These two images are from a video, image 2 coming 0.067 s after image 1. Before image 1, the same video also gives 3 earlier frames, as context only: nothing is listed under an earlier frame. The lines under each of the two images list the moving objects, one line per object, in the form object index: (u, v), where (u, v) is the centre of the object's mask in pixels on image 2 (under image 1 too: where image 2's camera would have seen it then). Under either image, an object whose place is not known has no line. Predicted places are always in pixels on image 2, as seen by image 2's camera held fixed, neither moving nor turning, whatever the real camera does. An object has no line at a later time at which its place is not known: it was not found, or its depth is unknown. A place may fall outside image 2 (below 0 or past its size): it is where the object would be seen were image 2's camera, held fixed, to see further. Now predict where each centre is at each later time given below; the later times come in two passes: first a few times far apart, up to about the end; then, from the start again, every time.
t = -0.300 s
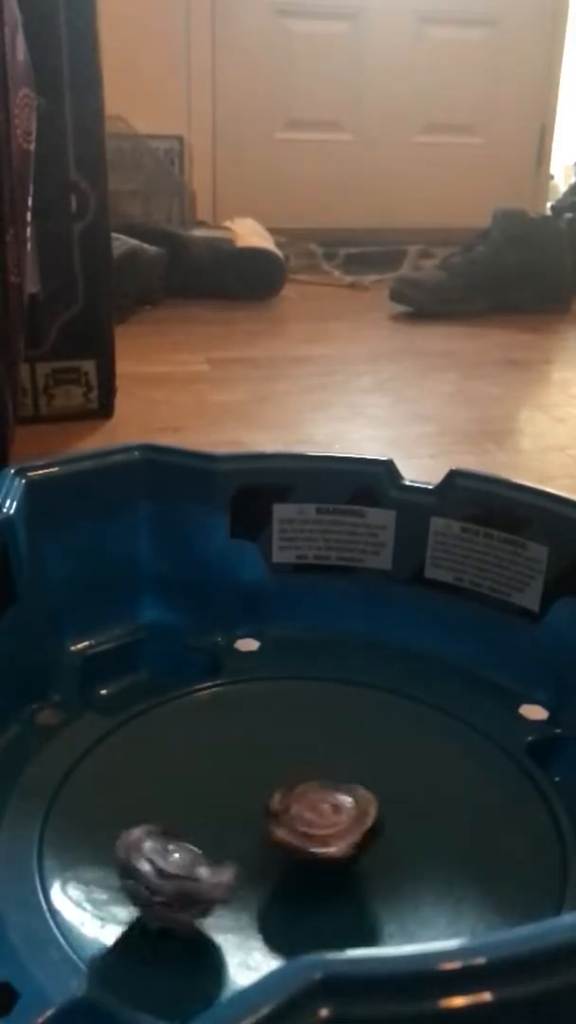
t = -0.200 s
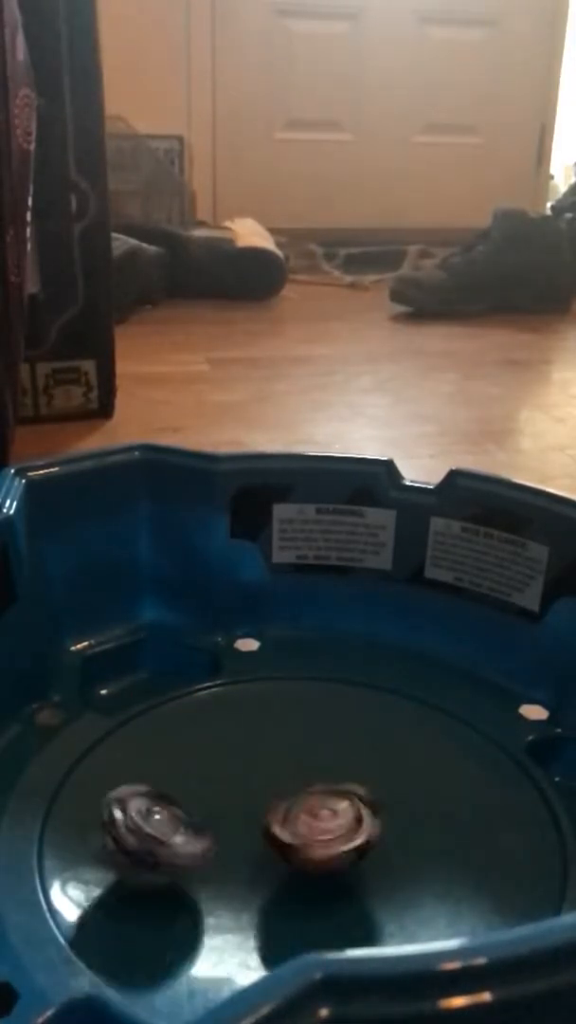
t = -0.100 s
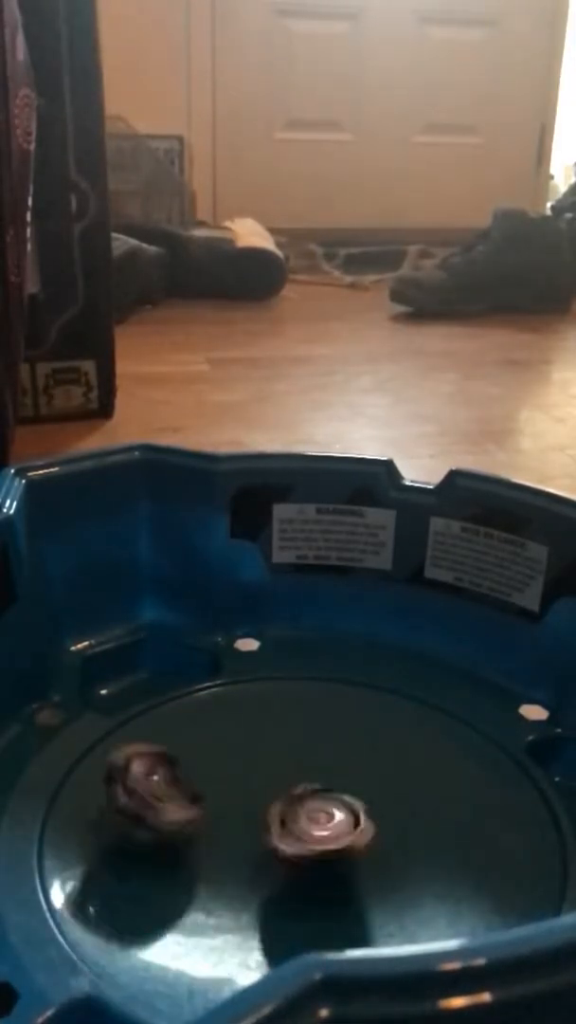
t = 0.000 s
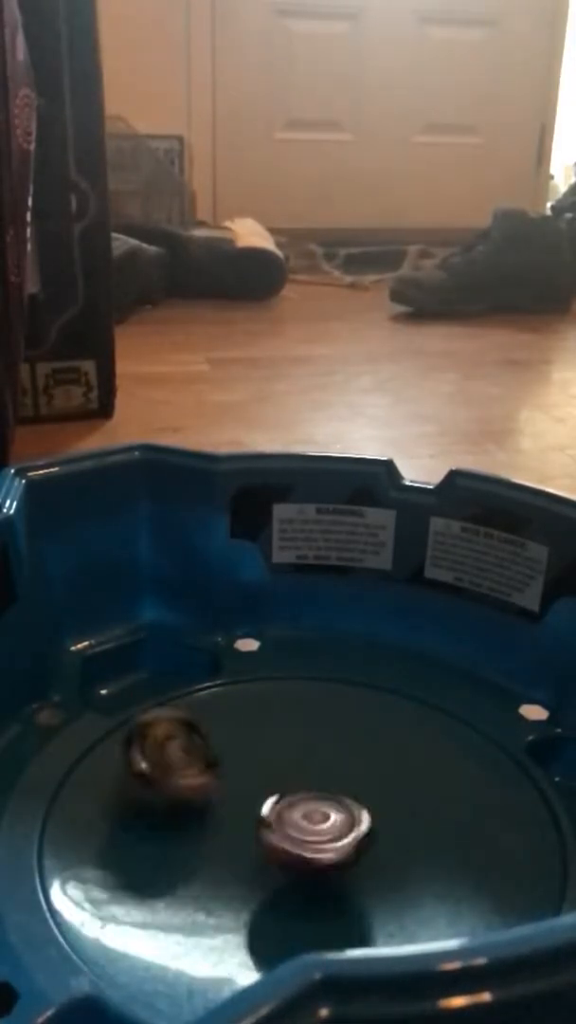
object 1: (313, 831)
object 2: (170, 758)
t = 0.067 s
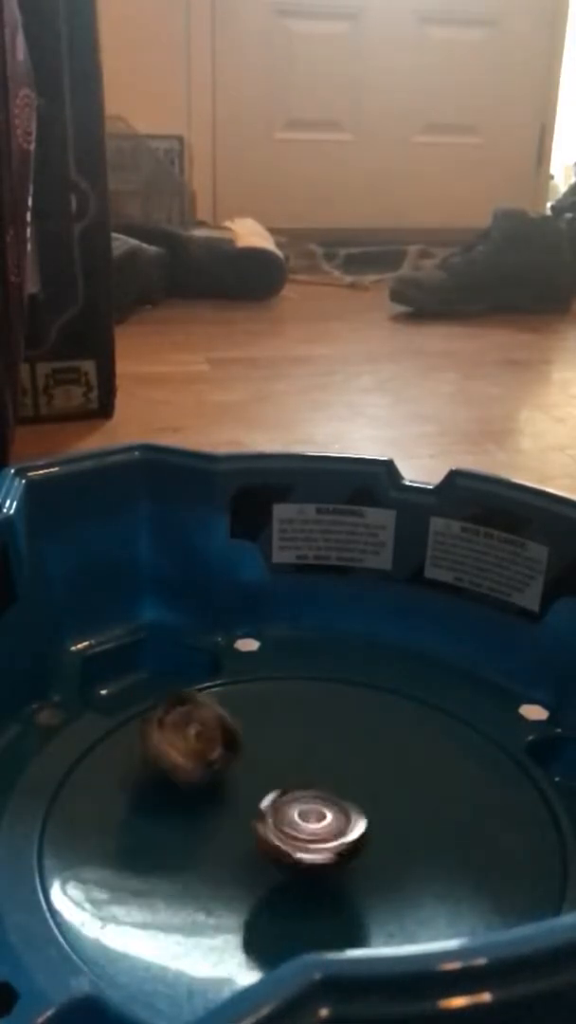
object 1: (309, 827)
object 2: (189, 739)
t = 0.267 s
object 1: (292, 811)
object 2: (274, 710)
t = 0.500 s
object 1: (285, 794)
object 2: (379, 726)
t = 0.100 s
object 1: (309, 828)
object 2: (201, 730)
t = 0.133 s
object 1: (303, 822)
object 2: (213, 726)
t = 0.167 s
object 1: (303, 824)
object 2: (229, 720)
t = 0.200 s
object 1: (297, 817)
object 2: (240, 716)
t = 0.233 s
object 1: (298, 817)
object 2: (256, 709)
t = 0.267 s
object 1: (292, 811)
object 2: (274, 710)
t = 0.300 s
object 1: (293, 813)
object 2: (288, 709)
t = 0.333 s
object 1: (290, 806)
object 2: (307, 710)
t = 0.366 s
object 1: (288, 807)
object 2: (320, 709)
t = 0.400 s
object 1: (287, 803)
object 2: (335, 713)
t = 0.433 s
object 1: (286, 800)
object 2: (351, 714)
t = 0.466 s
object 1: (285, 795)
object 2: (364, 718)
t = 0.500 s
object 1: (285, 794)
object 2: (379, 726)
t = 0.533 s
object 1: (287, 791)
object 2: (394, 731)
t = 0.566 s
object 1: (287, 787)
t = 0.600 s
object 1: (288, 784)
